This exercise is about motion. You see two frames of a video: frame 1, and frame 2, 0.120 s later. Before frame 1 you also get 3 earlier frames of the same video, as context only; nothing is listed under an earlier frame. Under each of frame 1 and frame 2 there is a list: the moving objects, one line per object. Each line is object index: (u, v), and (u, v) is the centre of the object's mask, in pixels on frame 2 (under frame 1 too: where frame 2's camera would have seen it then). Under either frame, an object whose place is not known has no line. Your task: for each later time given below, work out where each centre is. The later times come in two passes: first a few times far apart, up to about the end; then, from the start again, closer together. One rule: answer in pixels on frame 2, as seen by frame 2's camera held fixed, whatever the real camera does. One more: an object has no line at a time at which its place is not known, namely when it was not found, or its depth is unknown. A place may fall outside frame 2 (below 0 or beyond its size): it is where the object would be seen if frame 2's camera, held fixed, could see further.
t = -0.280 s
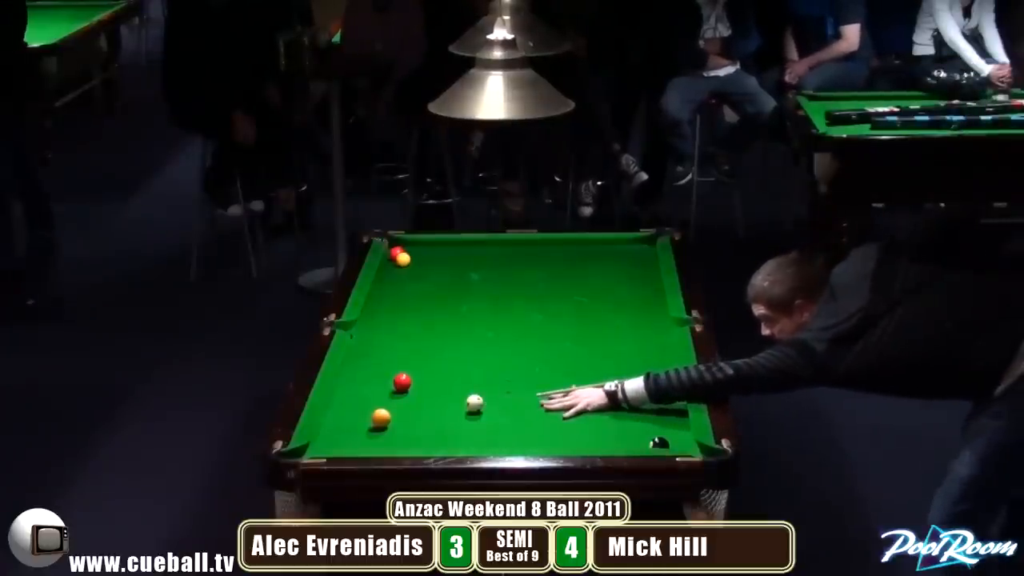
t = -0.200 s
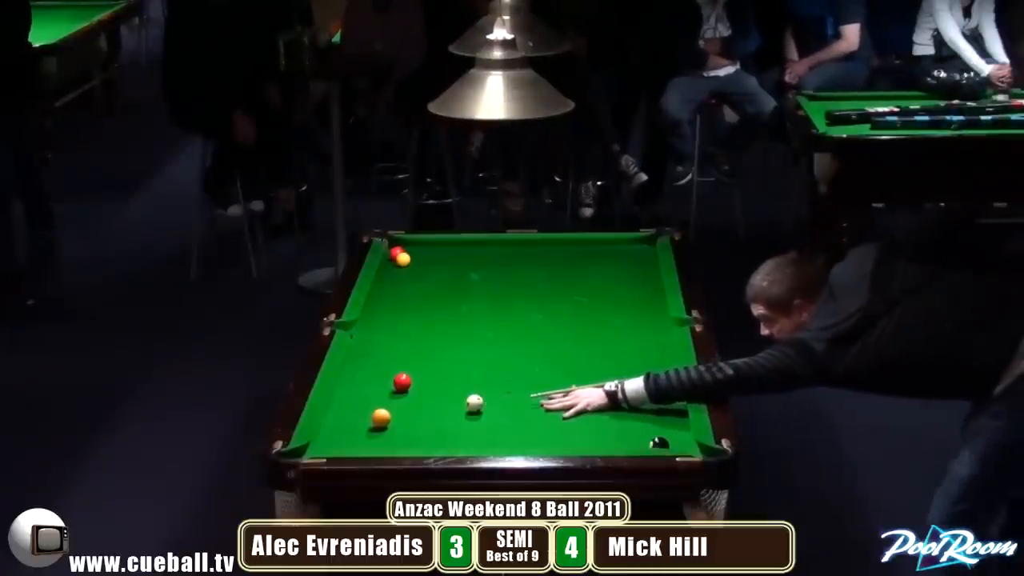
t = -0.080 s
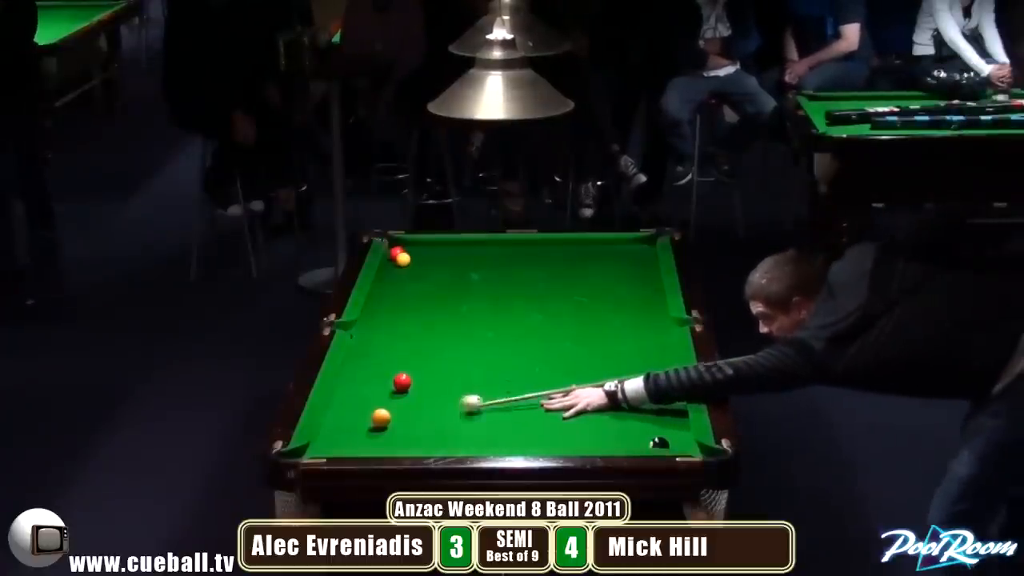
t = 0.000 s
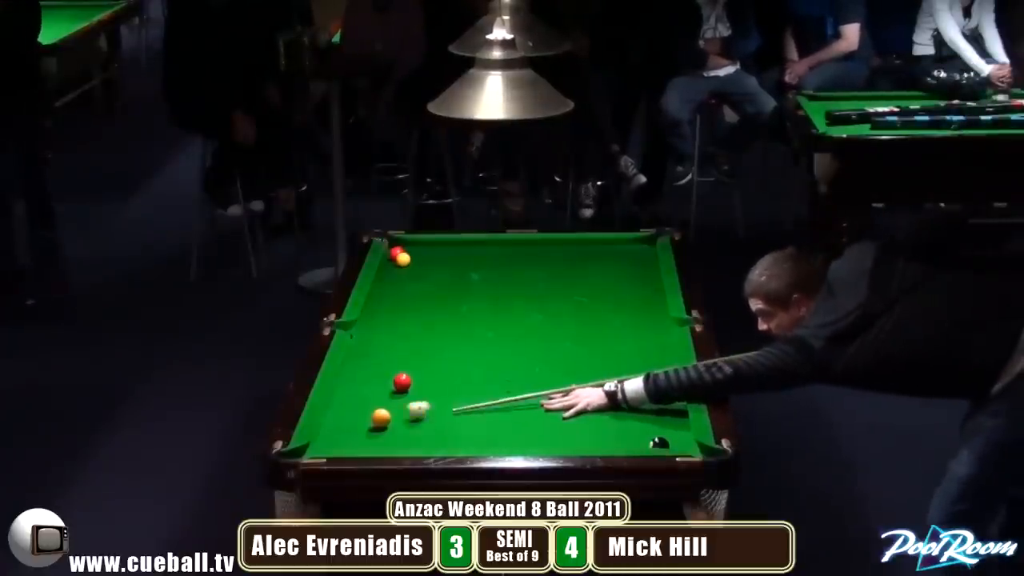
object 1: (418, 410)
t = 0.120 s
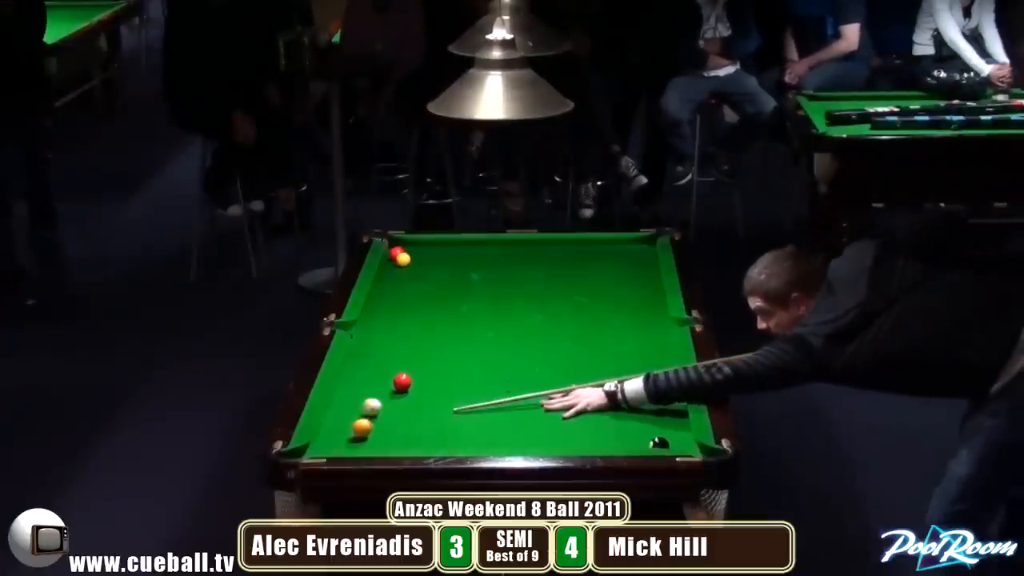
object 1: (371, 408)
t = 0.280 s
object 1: (344, 398)
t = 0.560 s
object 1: (363, 379)
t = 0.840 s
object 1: (390, 362)
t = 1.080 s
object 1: (410, 349)
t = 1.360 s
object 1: (431, 335)
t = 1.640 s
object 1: (449, 323)
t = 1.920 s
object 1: (465, 312)
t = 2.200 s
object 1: (478, 302)
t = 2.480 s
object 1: (490, 293)
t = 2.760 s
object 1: (500, 285)
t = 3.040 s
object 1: (509, 278)
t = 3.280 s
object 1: (516, 273)
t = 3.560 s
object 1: (524, 267)
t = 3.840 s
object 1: (530, 262)
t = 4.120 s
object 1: (536, 258)
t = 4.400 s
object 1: (541, 255)
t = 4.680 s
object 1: (545, 252)
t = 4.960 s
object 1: (548, 249)
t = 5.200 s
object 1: (550, 248)
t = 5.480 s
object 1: (552, 247)
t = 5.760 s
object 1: (553, 246)
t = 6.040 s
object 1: (553, 246)
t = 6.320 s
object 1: (553, 246)
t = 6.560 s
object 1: (553, 246)
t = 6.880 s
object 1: (553, 246)
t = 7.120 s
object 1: (553, 246)
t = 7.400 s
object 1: (553, 246)
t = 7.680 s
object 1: (553, 246)
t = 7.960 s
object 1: (553, 246)
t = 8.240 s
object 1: (553, 246)
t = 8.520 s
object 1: (553, 246)
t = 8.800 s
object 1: (553, 246)
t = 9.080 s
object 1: (553, 246)
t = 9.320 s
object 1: (553, 246)
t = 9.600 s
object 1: (553, 246)
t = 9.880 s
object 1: (553, 246)
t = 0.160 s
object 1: (363, 405)
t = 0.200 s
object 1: (356, 403)
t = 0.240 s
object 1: (350, 400)
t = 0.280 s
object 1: (344, 398)
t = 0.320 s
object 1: (338, 395)
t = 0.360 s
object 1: (342, 393)
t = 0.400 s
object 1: (346, 390)
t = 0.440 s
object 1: (350, 388)
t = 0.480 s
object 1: (355, 384)
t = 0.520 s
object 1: (359, 382)
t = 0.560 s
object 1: (363, 379)
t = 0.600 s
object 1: (367, 376)
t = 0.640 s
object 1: (371, 374)
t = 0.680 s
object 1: (375, 372)
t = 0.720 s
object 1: (379, 369)
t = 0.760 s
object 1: (383, 366)
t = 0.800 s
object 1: (386, 364)
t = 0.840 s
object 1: (390, 362)
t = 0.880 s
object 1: (393, 360)
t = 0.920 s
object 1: (397, 357)
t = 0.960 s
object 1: (400, 355)
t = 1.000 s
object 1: (404, 353)
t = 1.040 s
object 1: (407, 351)
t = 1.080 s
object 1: (410, 349)
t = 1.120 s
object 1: (413, 347)
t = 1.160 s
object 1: (416, 345)
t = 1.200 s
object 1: (419, 343)
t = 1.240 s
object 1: (423, 341)
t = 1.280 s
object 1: (425, 339)
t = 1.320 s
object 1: (428, 338)
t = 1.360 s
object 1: (431, 335)
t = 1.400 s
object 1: (434, 334)
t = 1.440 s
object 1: (436, 332)
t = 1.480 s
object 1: (439, 330)
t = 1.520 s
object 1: (442, 328)
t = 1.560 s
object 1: (444, 326)
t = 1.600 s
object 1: (446, 324)
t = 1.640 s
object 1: (449, 323)
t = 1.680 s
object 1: (451, 321)
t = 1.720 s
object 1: (454, 320)
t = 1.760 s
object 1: (456, 318)
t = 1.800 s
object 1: (458, 316)
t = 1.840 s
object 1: (460, 315)
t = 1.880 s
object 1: (462, 313)
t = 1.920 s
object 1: (465, 312)
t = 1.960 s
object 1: (466, 310)
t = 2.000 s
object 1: (469, 309)
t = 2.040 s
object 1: (471, 307)
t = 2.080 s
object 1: (472, 306)
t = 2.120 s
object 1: (474, 305)
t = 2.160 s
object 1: (476, 303)
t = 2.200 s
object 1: (478, 302)
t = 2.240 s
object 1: (480, 300)
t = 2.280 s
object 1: (481, 299)
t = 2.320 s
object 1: (483, 298)
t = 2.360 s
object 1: (485, 297)
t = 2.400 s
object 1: (487, 296)
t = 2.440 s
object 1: (488, 294)
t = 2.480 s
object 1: (490, 293)
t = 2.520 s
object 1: (491, 292)
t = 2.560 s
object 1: (493, 291)
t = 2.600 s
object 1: (494, 290)
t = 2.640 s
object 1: (496, 288)
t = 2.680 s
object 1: (497, 288)
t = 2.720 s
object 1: (499, 286)
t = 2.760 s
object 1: (500, 285)
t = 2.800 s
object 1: (502, 284)
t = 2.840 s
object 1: (503, 283)
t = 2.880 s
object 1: (504, 282)
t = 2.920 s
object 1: (505, 281)
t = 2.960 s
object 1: (507, 280)
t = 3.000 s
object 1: (508, 279)
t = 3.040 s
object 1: (509, 278)
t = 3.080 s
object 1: (511, 277)
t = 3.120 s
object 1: (512, 276)
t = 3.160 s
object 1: (513, 275)
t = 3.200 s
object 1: (514, 274)
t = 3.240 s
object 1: (515, 274)
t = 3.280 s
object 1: (516, 273)
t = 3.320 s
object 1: (517, 272)
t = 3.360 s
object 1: (518, 271)
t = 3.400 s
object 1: (519, 270)
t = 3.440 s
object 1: (520, 270)
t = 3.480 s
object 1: (521, 269)
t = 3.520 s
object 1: (522, 268)
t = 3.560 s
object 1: (524, 267)
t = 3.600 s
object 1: (524, 266)
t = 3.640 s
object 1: (525, 266)
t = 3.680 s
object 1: (526, 265)
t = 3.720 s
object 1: (527, 264)
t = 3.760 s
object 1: (528, 264)
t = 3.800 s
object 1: (529, 263)
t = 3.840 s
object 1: (530, 262)
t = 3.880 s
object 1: (531, 262)
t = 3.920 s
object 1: (532, 261)
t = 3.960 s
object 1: (533, 261)
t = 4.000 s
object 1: (534, 260)
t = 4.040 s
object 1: (535, 259)
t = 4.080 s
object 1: (535, 259)
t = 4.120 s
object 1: (536, 258)
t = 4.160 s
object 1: (537, 258)
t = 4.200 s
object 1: (537, 257)
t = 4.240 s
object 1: (538, 257)
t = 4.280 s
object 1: (539, 256)
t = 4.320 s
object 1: (539, 256)
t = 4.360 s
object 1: (540, 255)
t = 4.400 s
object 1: (541, 255)
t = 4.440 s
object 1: (541, 254)
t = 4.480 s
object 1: (542, 254)
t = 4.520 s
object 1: (542, 254)
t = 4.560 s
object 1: (543, 253)
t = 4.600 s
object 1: (544, 252)
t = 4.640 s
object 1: (544, 252)
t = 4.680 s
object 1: (545, 252)
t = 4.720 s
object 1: (545, 251)
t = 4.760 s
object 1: (545, 251)
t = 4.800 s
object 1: (546, 251)
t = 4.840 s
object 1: (546, 251)
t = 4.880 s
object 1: (547, 250)
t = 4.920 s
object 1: (547, 250)
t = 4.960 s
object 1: (548, 249)
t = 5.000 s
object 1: (548, 249)
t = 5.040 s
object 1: (549, 249)
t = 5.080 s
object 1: (549, 248)
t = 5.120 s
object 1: (549, 248)
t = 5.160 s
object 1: (550, 248)
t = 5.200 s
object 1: (550, 248)
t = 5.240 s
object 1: (550, 248)
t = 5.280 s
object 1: (551, 247)
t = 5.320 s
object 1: (551, 247)
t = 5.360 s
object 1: (551, 247)
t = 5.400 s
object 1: (552, 247)
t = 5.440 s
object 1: (552, 247)
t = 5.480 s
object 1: (552, 247)
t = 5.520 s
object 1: (552, 247)
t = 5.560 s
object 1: (553, 247)
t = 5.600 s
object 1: (553, 246)
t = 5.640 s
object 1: (553, 246)
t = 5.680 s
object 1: (553, 246)
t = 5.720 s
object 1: (553, 246)
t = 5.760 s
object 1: (553, 246)
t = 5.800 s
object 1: (553, 246)
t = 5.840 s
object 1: (553, 246)
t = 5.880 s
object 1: (553, 246)
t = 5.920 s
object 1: (553, 246)
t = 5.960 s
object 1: (553, 246)
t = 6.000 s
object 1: (553, 246)
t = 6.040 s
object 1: (553, 246)
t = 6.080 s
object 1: (553, 246)
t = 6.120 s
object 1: (553, 246)
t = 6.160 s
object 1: (553, 246)
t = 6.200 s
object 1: (553, 246)
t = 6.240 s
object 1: (553, 246)
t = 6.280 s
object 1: (553, 246)
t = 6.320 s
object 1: (553, 246)
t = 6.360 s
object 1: (553, 246)
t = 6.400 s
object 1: (553, 246)
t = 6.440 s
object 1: (553, 246)
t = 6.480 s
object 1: (553, 246)
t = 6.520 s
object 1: (553, 246)
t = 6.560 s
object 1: (553, 246)
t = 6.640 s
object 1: (553, 246)
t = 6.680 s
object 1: (553, 246)
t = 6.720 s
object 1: (553, 246)
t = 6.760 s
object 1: (553, 246)
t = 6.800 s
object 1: (553, 246)
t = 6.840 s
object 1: (553, 246)
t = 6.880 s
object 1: (553, 246)
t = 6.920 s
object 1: (553, 246)
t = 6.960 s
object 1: (553, 246)
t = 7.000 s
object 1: (553, 246)
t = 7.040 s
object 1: (553, 246)
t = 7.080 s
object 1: (553, 246)
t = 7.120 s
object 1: (553, 246)
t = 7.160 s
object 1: (553, 246)
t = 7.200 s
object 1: (553, 246)
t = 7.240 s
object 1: (553, 246)
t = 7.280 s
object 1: (553, 246)
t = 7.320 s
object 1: (553, 245)
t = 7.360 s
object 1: (553, 246)
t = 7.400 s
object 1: (553, 246)
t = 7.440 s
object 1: (553, 245)
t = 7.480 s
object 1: (553, 246)
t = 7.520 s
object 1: (553, 246)
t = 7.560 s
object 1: (553, 246)
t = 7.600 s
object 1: (553, 246)
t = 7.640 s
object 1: (553, 246)
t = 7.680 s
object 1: (553, 246)
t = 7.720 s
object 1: (553, 246)
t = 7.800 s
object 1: (553, 246)
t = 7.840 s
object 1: (553, 246)
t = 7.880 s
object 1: (553, 246)
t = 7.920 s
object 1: (553, 246)
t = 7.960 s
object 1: (553, 246)
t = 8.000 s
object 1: (553, 246)
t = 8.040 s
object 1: (553, 246)
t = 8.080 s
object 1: (553, 246)
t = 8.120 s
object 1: (553, 246)
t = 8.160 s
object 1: (553, 246)
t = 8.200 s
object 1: (553, 246)
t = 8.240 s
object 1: (553, 246)
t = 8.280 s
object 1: (553, 246)
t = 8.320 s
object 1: (553, 246)
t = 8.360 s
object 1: (553, 246)
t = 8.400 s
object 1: (553, 246)
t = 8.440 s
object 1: (553, 246)
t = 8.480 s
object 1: (553, 246)
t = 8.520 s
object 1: (553, 246)
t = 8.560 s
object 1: (553, 246)
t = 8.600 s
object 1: (553, 246)
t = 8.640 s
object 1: (553, 246)
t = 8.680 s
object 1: (553, 246)
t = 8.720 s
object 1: (553, 246)
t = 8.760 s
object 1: (553, 246)
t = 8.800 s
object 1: (553, 246)
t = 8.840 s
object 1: (553, 246)
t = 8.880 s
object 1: (553, 246)
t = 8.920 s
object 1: (553, 246)
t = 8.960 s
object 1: (553, 246)
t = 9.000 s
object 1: (553, 246)
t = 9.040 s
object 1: (553, 246)
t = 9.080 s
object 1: (553, 246)
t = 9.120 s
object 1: (553, 246)
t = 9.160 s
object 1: (553, 246)
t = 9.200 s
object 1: (553, 246)
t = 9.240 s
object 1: (553, 246)
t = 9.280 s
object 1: (553, 246)
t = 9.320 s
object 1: (553, 246)
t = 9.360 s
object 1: (553, 246)
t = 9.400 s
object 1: (553, 246)
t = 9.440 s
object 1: (553, 246)
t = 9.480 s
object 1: (553, 246)
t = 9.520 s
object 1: (553, 246)
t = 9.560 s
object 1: (553, 246)
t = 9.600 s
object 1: (553, 246)
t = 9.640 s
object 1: (553, 246)
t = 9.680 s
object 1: (553, 246)
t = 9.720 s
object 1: (553, 246)
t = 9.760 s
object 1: (553, 246)
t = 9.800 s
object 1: (553, 246)
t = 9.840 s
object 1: (553, 246)
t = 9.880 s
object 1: (553, 246)
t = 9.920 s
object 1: (553, 246)
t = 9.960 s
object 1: (553, 246)
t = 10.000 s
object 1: (553, 246)
